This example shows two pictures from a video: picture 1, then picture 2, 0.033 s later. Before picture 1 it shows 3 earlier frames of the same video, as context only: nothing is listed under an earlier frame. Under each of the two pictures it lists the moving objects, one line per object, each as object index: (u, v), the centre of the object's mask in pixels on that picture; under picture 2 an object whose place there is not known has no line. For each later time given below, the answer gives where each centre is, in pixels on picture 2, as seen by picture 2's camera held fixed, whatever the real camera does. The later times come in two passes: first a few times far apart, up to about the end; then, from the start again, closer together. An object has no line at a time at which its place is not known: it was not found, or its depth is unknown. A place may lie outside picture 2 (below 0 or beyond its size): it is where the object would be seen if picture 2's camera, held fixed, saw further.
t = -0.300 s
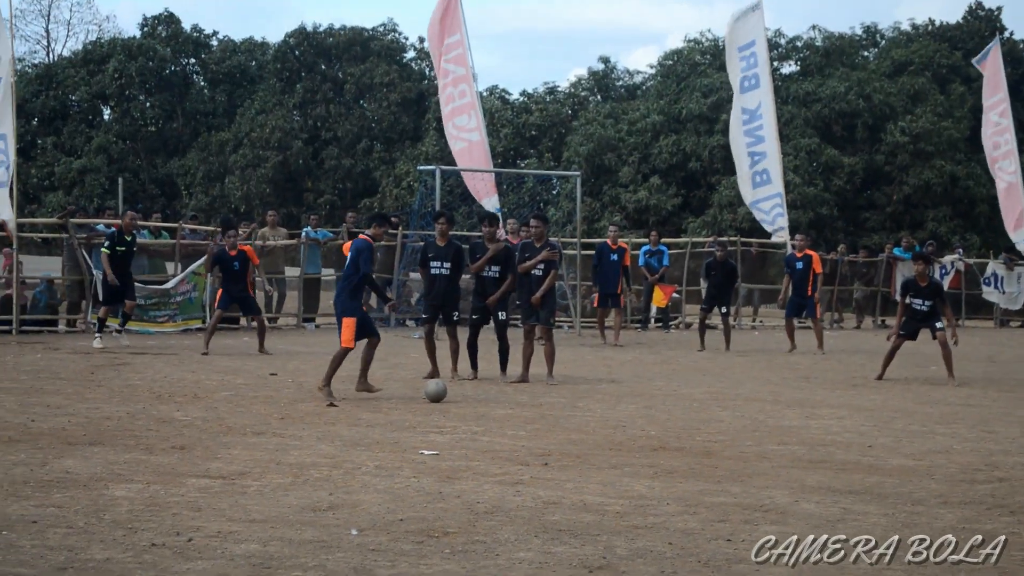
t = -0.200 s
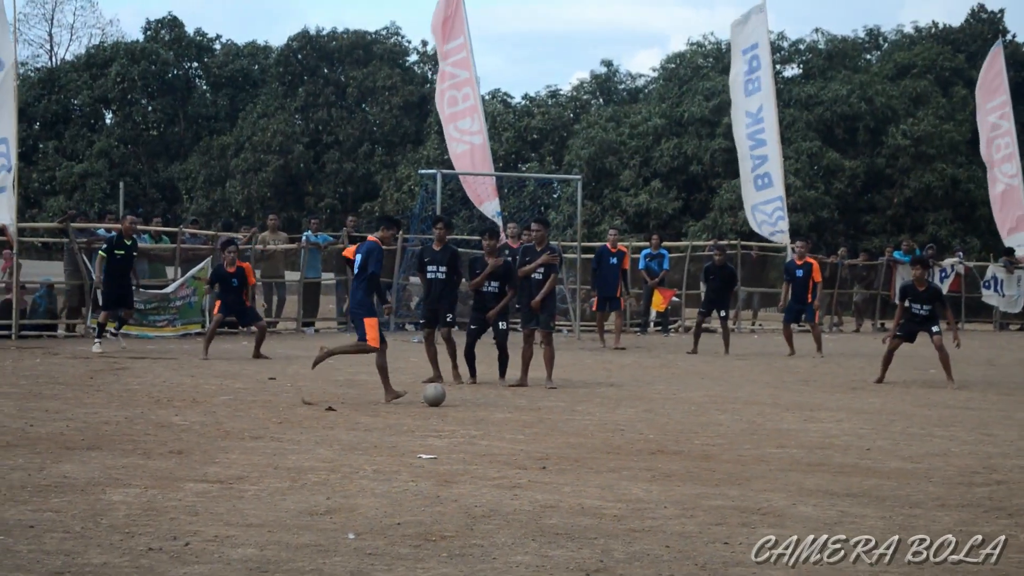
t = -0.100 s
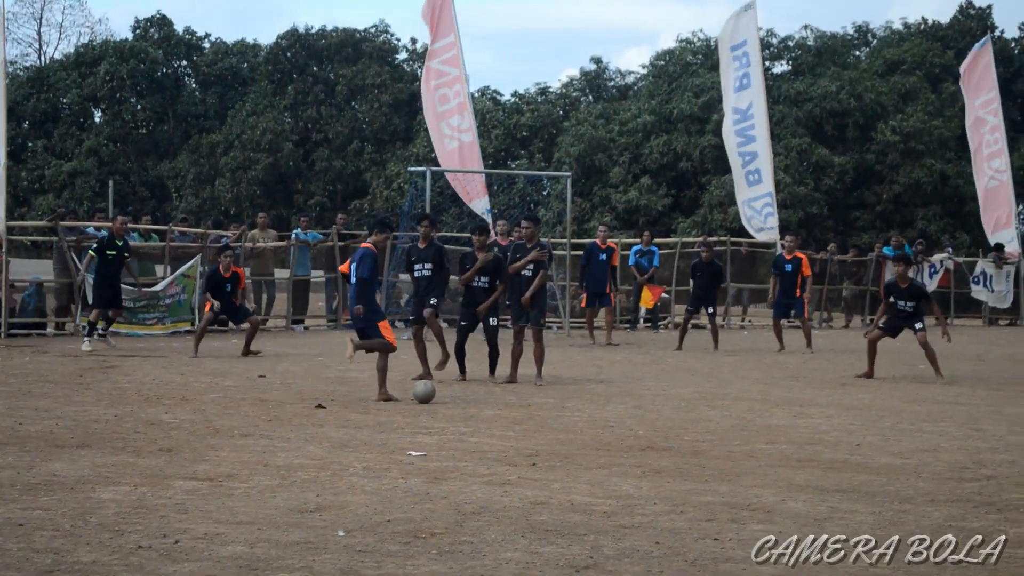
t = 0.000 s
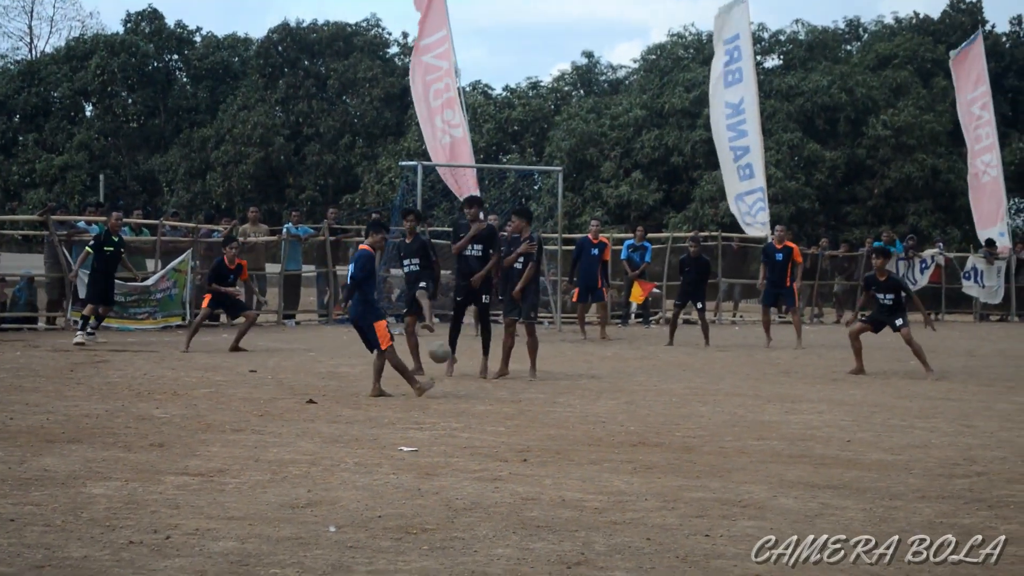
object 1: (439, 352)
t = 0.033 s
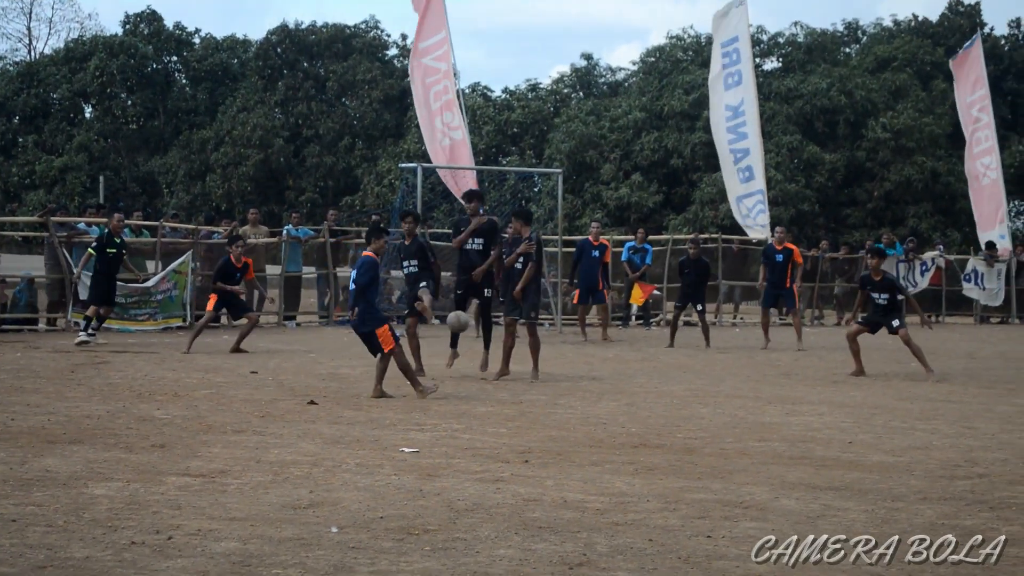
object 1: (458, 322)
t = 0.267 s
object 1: (556, 149)
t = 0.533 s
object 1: (635, 38)
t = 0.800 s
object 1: (691, 6)
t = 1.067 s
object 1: (731, 33)
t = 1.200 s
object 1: (747, 63)
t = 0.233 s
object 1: (544, 168)
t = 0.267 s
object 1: (556, 149)
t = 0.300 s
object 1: (567, 130)
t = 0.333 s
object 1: (578, 114)
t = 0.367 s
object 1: (589, 99)
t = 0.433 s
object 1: (609, 71)
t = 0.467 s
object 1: (618, 59)
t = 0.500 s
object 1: (626, 47)
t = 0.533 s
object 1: (635, 38)
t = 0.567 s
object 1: (643, 30)
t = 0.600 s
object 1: (651, 23)
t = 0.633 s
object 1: (658, 18)
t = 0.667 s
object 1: (666, 13)
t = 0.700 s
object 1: (673, 10)
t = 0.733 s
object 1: (678, 8)
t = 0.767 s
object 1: (684, 6)
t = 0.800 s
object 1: (691, 6)
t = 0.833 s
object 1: (696, 6)
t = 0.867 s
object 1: (701, 7)
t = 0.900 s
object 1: (707, 9)
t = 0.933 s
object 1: (713, 12)
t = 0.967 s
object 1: (717, 16)
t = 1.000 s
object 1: (722, 20)
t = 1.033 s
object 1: (726, 25)
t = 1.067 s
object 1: (731, 33)
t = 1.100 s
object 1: (735, 39)
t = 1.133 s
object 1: (739, 46)
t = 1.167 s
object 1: (743, 54)
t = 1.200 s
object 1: (747, 63)
